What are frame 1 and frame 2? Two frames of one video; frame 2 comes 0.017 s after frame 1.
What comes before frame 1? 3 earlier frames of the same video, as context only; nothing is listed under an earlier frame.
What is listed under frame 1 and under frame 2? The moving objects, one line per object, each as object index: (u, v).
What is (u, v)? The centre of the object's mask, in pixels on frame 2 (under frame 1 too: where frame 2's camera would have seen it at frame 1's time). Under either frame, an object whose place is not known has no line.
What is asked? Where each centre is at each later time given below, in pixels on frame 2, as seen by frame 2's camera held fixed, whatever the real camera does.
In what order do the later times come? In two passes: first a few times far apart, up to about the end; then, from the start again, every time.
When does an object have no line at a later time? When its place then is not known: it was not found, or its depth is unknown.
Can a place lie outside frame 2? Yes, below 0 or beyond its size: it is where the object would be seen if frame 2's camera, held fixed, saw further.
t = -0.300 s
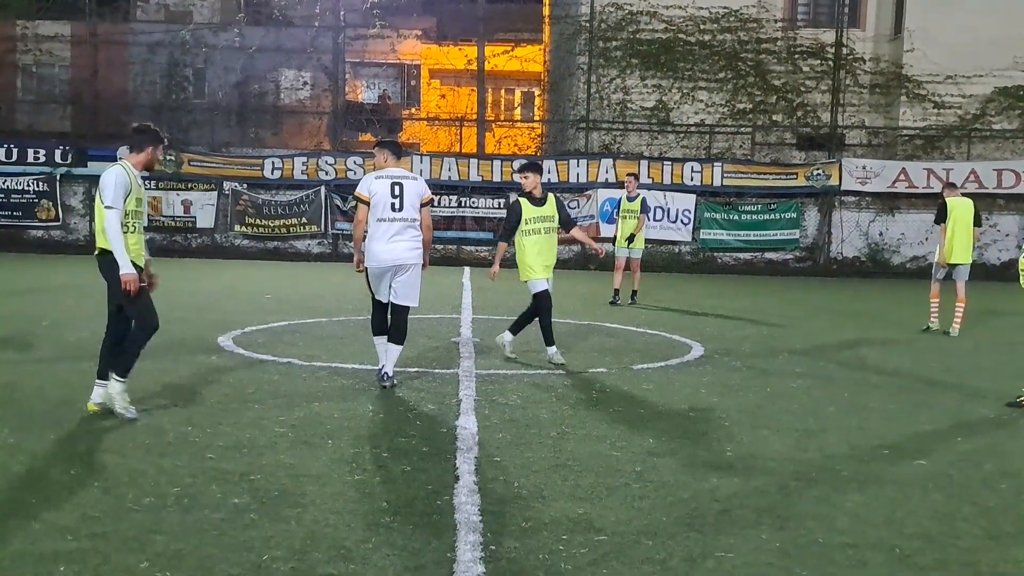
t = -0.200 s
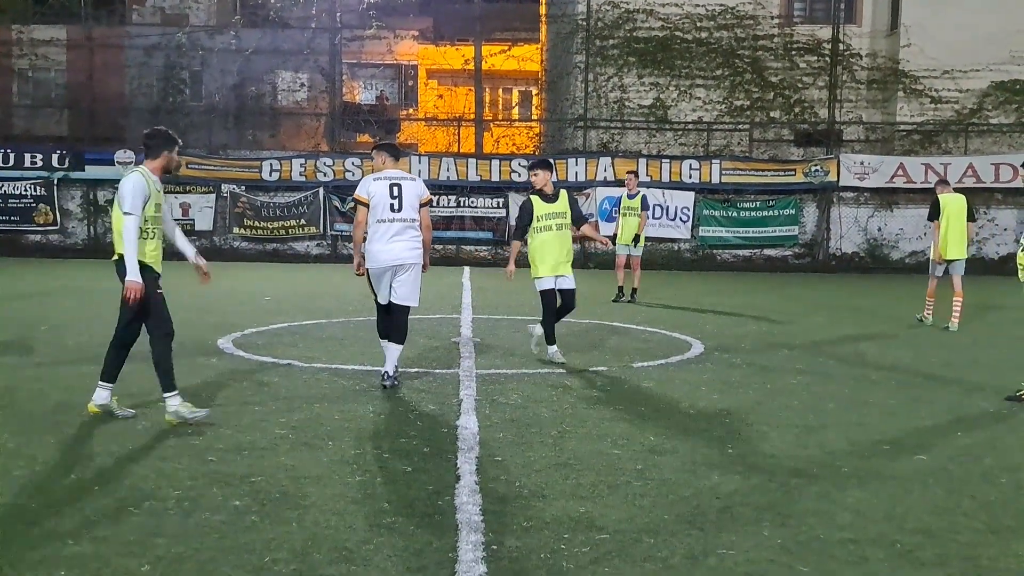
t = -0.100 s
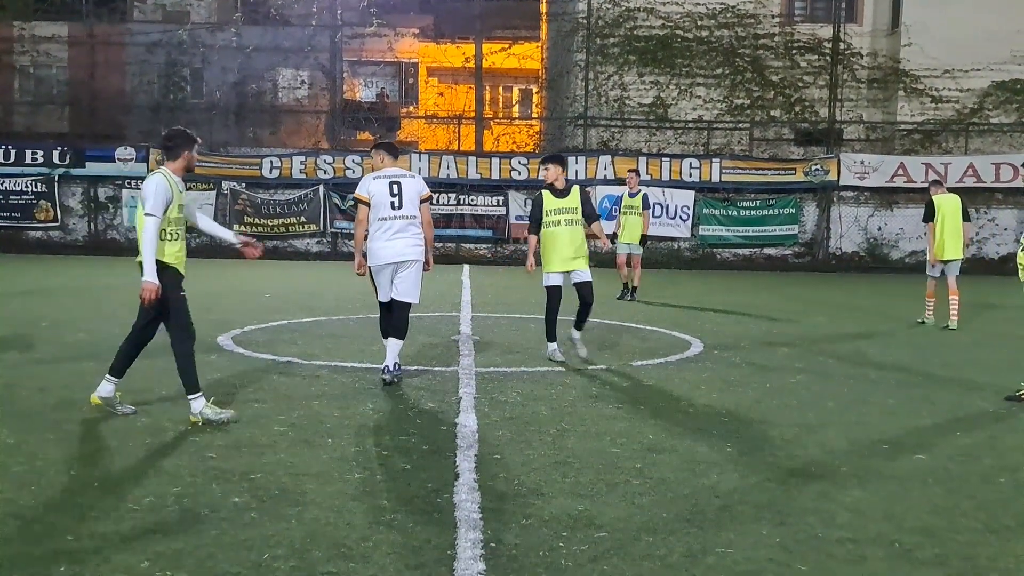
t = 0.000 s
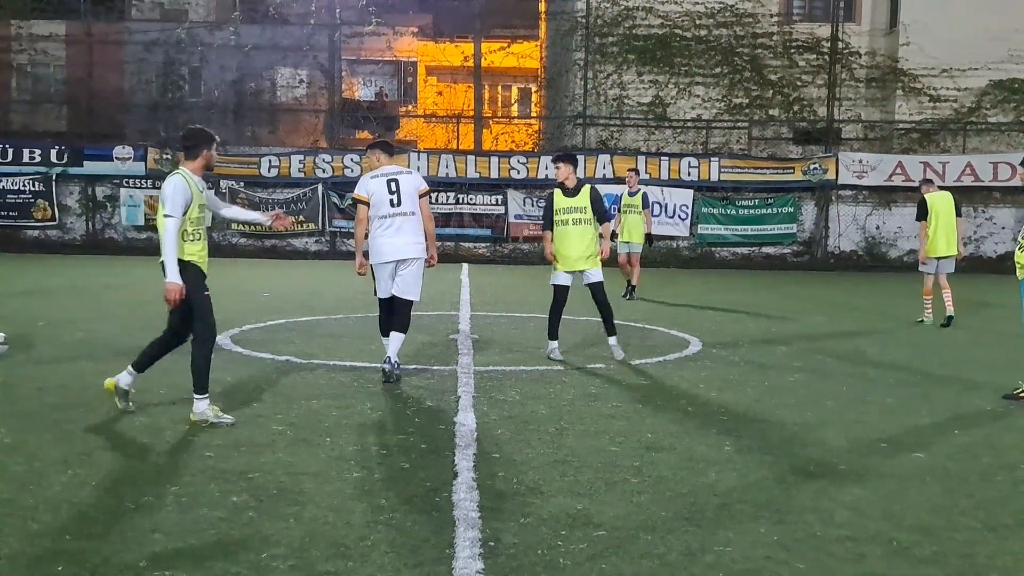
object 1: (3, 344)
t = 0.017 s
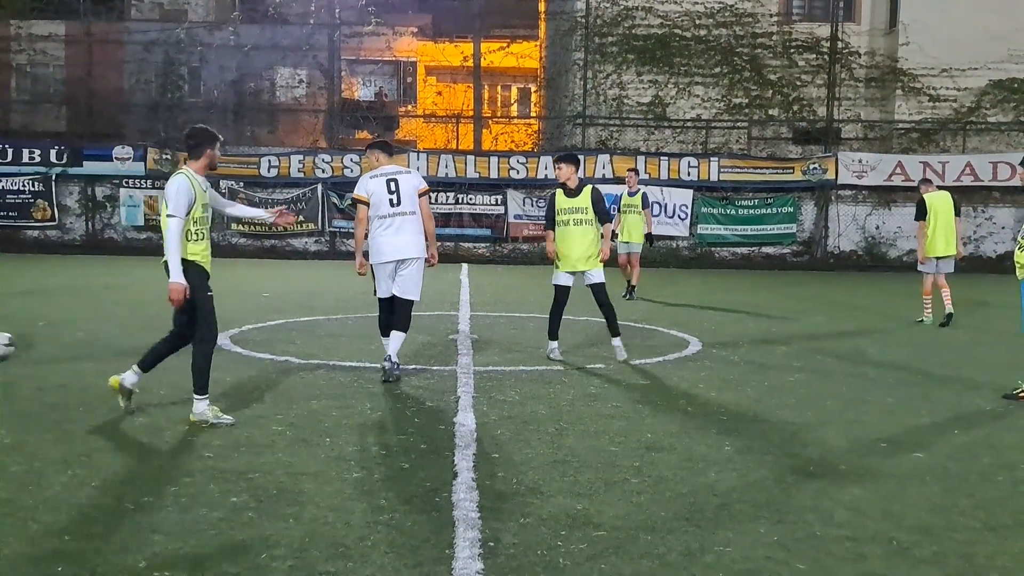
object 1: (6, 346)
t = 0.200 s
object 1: (63, 341)
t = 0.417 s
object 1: (110, 339)
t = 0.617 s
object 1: (153, 336)
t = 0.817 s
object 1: (192, 334)
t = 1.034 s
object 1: (232, 329)
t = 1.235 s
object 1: (262, 329)
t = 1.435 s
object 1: (295, 326)
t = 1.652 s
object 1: (322, 326)
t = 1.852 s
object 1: (348, 324)
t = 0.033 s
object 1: (9, 344)
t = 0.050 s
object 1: (13, 344)
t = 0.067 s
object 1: (18, 344)
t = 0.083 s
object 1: (24, 343)
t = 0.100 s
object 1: (30, 344)
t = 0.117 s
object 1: (35, 343)
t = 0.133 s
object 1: (40, 343)
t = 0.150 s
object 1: (46, 341)
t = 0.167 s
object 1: (51, 342)
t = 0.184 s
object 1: (58, 341)
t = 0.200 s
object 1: (63, 341)
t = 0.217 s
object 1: (68, 341)
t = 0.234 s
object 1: (72, 340)
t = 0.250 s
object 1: (76, 340)
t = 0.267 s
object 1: (79, 340)
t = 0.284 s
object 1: (83, 339)
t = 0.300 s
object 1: (87, 340)
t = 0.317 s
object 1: (90, 340)
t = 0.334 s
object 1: (94, 340)
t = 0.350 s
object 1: (97, 340)
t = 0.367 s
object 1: (100, 339)
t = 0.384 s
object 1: (104, 339)
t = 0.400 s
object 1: (107, 339)
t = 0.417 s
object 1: (110, 339)
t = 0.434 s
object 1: (114, 339)
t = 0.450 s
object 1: (117, 339)
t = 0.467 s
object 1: (120, 339)
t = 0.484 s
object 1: (124, 338)
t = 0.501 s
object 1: (128, 338)
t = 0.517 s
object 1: (132, 337)
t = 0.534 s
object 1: (136, 337)
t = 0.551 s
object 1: (140, 338)
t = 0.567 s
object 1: (143, 338)
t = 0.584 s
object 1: (147, 337)
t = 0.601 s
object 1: (151, 337)
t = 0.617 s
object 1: (153, 336)
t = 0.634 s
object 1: (157, 336)
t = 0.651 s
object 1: (160, 336)
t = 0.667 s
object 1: (163, 336)
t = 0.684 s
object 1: (166, 335)
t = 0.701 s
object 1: (170, 336)
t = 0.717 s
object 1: (174, 335)
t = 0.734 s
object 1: (177, 335)
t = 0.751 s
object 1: (180, 335)
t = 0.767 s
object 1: (184, 335)
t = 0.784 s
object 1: (187, 335)
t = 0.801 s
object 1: (190, 334)
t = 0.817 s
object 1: (192, 334)
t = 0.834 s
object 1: (196, 334)
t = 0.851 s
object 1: (199, 333)
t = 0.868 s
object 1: (203, 333)
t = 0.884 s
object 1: (206, 333)
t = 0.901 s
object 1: (209, 332)
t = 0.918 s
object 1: (212, 332)
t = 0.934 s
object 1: (215, 332)
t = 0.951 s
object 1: (218, 332)
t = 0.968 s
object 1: (221, 331)
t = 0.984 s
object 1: (223, 331)
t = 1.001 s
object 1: (226, 330)
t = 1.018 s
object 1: (229, 329)
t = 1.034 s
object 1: (232, 329)
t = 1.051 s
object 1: (235, 330)
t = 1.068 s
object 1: (237, 330)
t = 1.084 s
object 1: (239, 330)
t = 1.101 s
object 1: (241, 331)
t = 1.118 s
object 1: (243, 330)
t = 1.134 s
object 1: (246, 331)
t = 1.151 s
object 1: (249, 331)
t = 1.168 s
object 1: (252, 330)
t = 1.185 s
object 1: (254, 330)
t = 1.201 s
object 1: (257, 329)
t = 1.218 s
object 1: (259, 329)
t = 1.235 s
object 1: (262, 329)
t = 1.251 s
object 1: (265, 329)
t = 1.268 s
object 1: (268, 328)
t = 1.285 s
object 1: (271, 327)
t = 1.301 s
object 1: (274, 327)
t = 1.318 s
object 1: (277, 327)
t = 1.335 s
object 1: (280, 326)
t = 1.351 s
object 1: (282, 327)
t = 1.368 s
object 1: (286, 326)
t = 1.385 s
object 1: (289, 326)
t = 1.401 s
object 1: (291, 326)
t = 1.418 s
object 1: (292, 326)
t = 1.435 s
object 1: (295, 326)
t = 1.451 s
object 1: (298, 326)
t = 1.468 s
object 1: (299, 326)
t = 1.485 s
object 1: (302, 326)
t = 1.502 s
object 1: (304, 326)
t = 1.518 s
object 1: (306, 325)
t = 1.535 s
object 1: (308, 325)
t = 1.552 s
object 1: (308, 326)
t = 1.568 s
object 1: (310, 326)
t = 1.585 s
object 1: (313, 325)
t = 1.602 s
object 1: (315, 326)
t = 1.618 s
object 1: (317, 326)
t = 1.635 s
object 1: (320, 326)
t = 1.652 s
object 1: (322, 326)
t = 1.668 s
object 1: (324, 326)
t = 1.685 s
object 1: (327, 325)
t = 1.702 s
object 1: (329, 324)
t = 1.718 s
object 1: (331, 325)
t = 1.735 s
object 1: (334, 325)
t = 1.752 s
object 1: (336, 325)
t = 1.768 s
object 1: (337, 325)
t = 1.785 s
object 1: (340, 325)
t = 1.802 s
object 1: (342, 324)
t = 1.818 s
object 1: (344, 324)
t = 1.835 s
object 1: (346, 324)
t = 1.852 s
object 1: (348, 324)
